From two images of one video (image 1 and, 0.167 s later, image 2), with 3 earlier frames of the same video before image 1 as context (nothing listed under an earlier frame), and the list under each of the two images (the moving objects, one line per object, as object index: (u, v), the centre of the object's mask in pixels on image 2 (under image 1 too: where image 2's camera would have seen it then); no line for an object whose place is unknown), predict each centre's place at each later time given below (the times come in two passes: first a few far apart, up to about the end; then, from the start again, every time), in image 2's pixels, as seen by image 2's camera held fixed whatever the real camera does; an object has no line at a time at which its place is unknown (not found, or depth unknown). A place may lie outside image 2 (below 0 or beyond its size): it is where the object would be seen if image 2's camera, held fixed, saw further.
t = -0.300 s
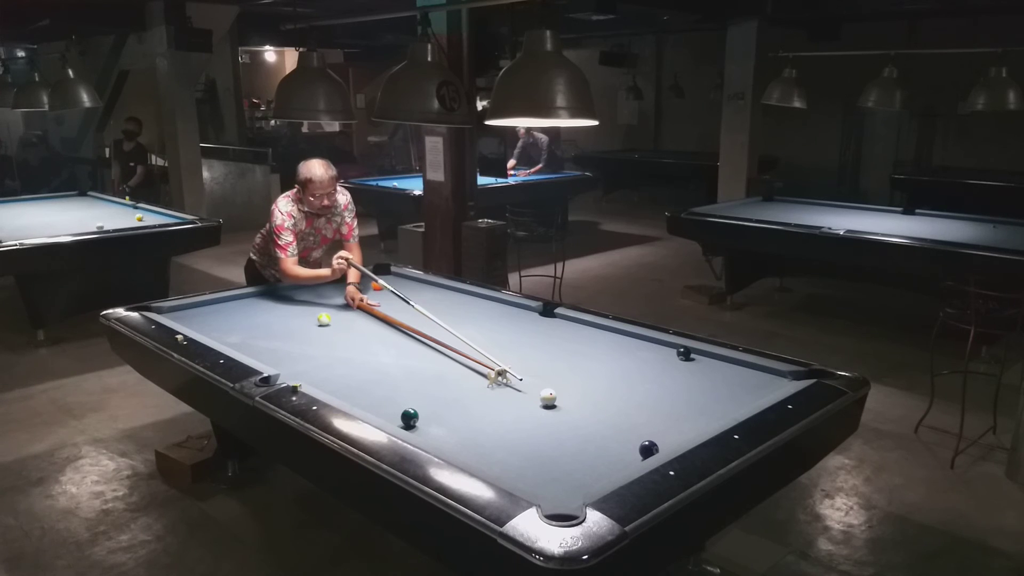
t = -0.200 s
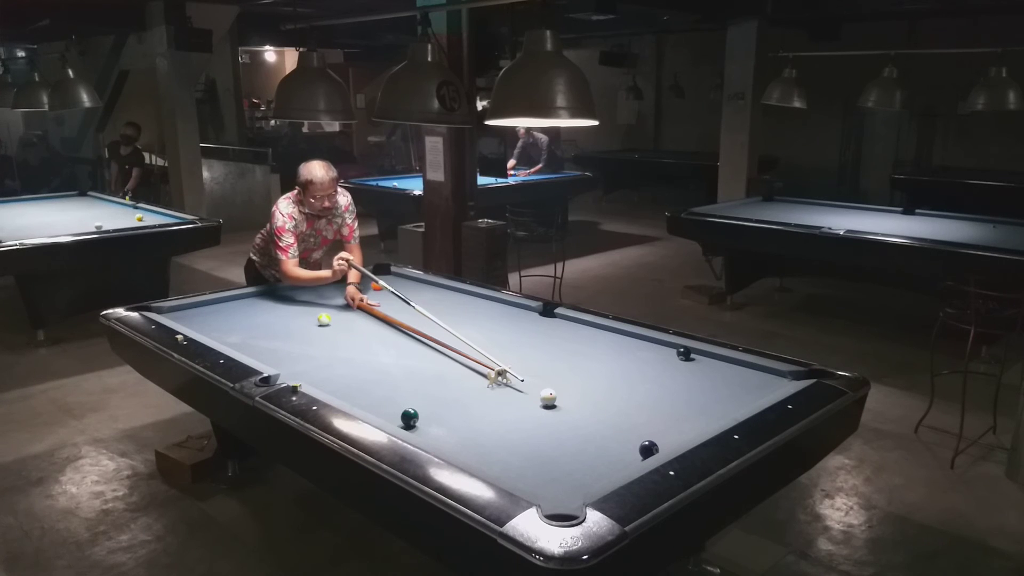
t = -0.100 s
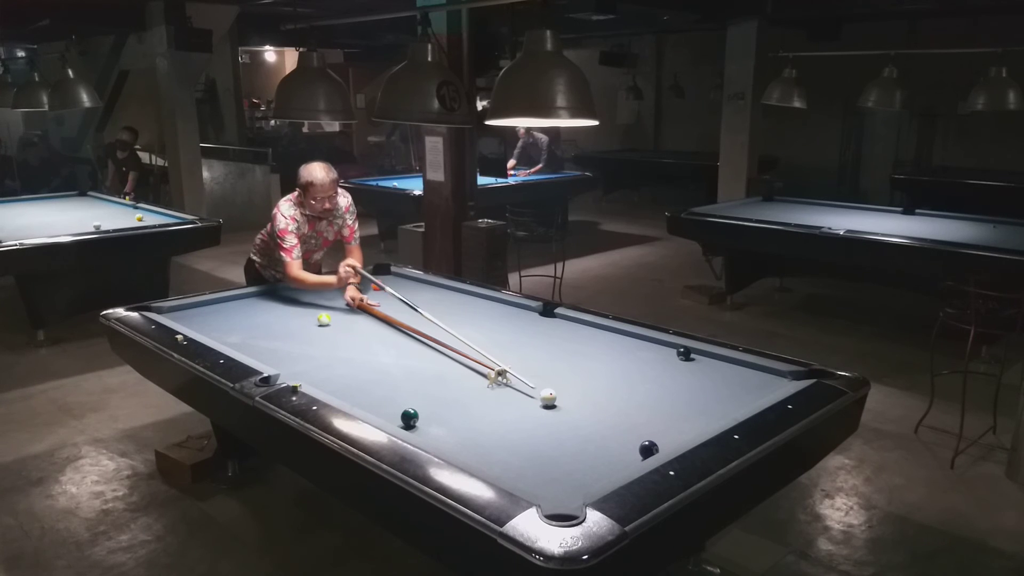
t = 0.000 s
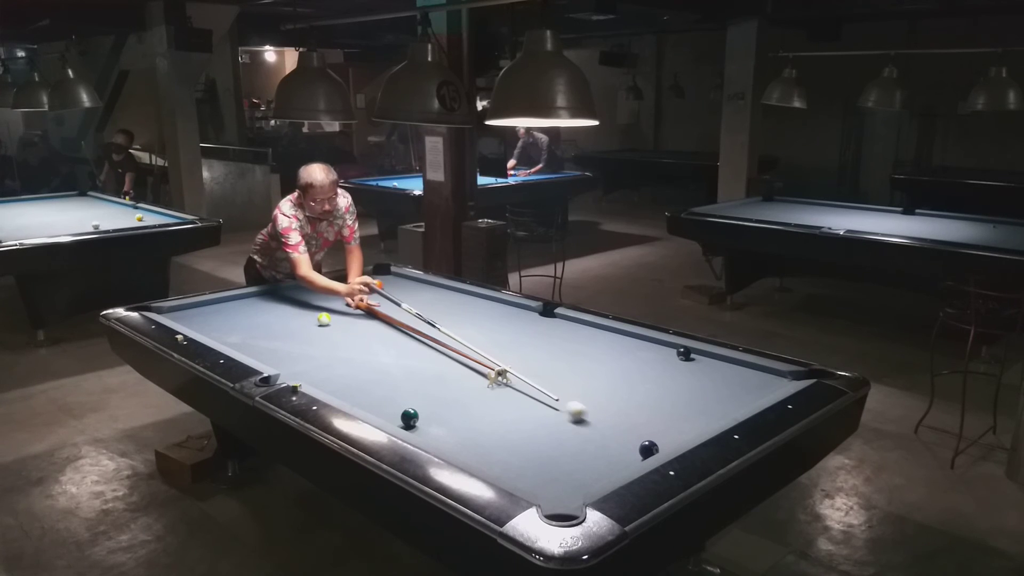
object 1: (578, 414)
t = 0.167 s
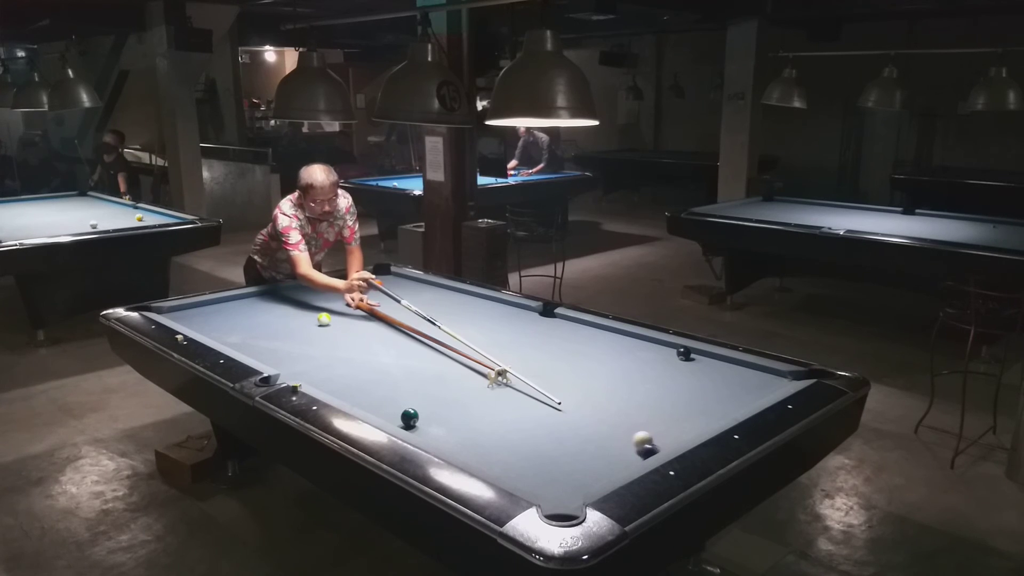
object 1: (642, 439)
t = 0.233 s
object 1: (654, 443)
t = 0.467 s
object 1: (666, 435)
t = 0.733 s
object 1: (658, 420)
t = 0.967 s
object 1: (651, 408)
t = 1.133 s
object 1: (647, 401)
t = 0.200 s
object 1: (649, 439)
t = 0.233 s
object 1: (654, 443)
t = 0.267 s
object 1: (661, 442)
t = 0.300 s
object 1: (667, 441)
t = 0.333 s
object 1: (669, 440)
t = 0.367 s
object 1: (668, 439)
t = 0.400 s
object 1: (667, 438)
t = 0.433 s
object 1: (666, 437)
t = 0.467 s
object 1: (666, 435)
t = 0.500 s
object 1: (665, 434)
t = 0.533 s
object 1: (664, 432)
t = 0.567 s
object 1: (663, 430)
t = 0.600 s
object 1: (662, 428)
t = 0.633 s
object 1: (661, 426)
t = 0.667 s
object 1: (660, 424)
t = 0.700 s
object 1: (659, 422)
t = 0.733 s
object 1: (658, 420)
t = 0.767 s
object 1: (657, 419)
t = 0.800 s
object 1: (656, 417)
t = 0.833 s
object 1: (655, 415)
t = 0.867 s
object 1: (654, 413)
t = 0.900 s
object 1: (653, 412)
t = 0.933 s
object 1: (652, 410)
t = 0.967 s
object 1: (651, 408)
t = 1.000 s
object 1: (650, 407)
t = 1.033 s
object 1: (649, 405)
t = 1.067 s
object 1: (648, 403)
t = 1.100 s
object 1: (647, 402)
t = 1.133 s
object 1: (647, 401)
